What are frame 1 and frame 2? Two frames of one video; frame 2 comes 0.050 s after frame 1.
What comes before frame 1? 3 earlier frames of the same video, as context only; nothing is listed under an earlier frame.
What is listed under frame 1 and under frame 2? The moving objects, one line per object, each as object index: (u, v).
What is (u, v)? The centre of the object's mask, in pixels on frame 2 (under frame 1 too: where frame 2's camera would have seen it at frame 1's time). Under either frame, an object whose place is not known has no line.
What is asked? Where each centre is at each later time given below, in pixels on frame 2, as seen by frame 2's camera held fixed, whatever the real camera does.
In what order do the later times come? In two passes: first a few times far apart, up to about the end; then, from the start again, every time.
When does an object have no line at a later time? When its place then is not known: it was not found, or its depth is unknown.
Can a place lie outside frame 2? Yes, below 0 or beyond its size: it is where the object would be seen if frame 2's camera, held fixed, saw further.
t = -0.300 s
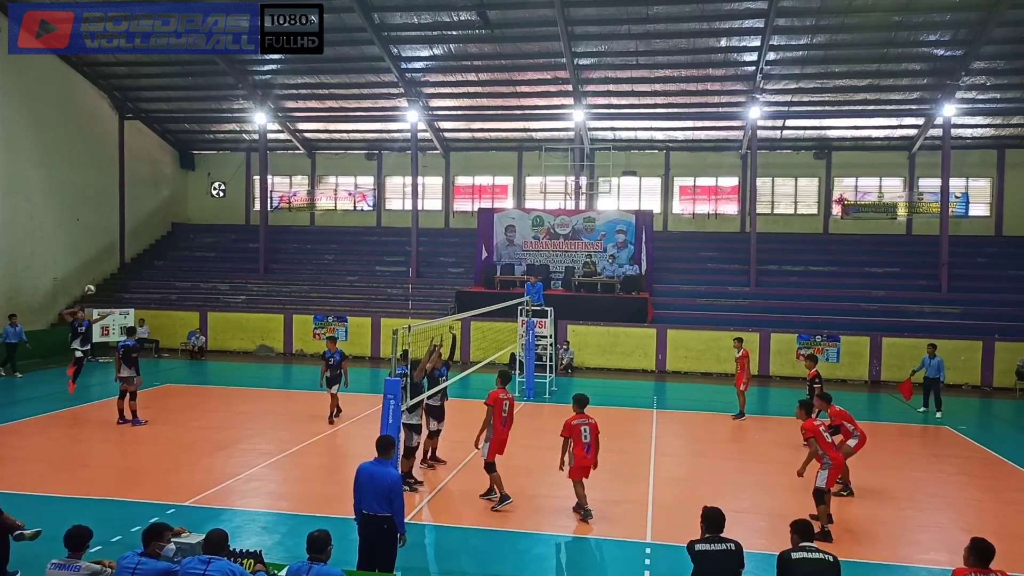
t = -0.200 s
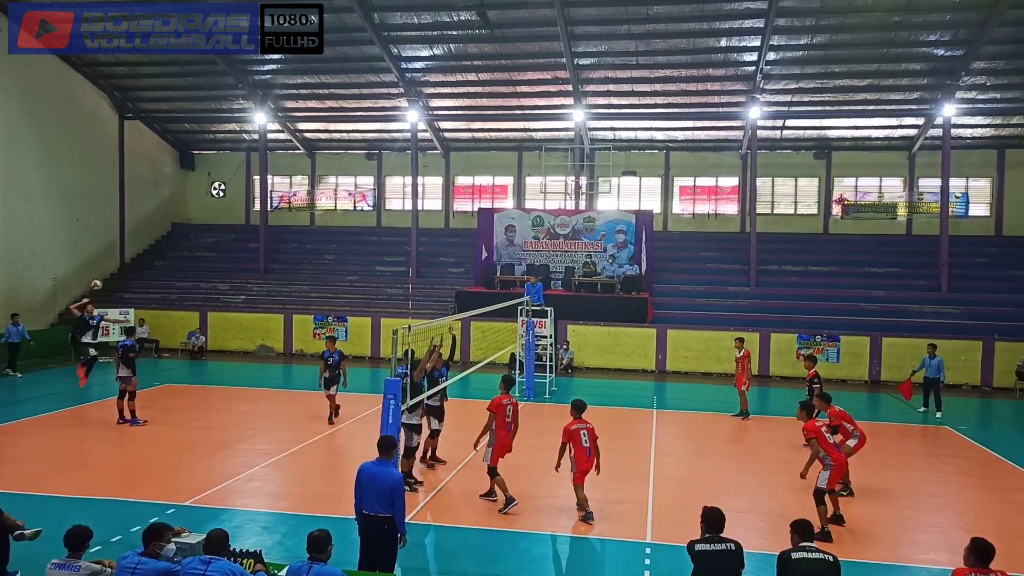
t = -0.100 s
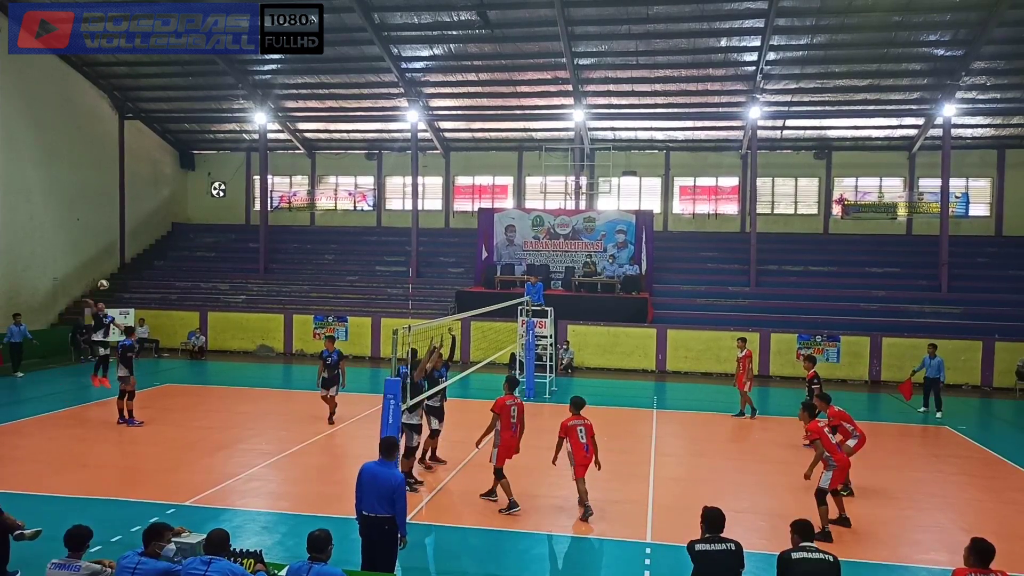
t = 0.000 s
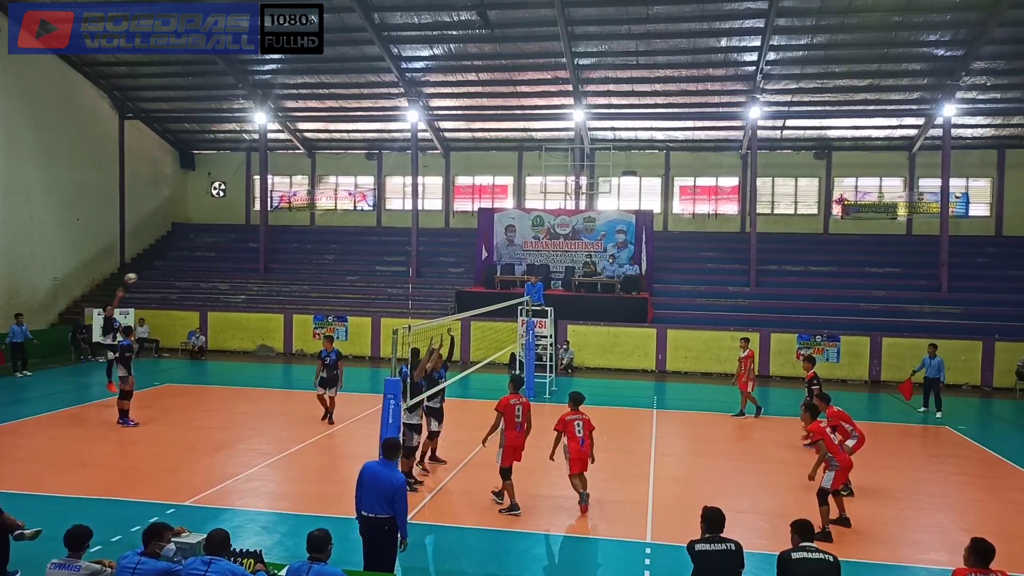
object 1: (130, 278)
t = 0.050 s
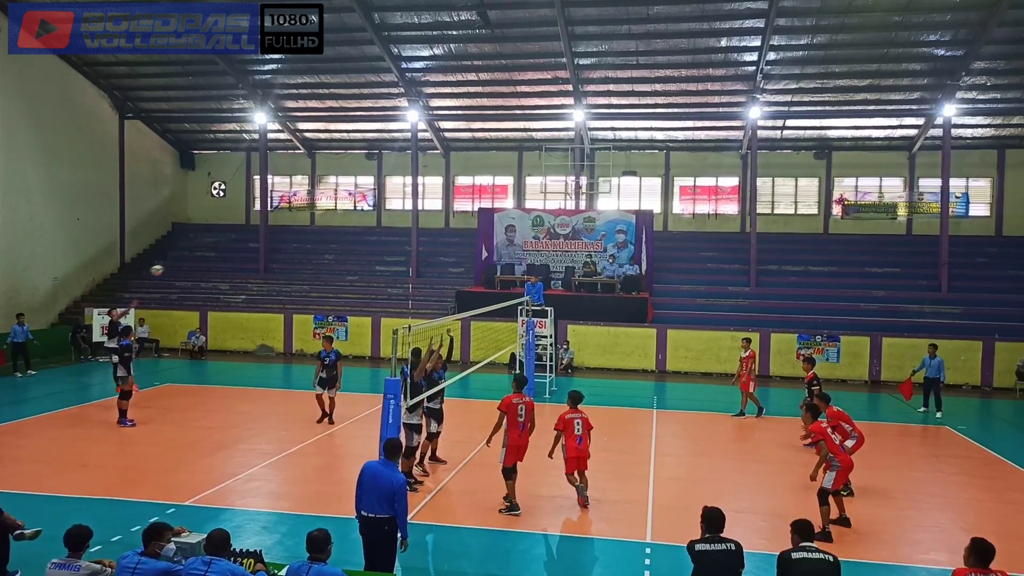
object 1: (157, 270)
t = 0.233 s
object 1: (254, 252)
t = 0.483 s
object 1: (388, 252)
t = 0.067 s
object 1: (166, 268)
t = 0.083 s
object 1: (174, 266)
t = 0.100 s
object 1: (183, 264)
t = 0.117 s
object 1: (192, 262)
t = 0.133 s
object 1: (200, 260)
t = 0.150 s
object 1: (209, 258)
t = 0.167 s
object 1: (218, 257)
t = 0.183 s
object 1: (227, 255)
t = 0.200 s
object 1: (236, 254)
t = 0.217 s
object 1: (246, 253)
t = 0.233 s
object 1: (254, 252)
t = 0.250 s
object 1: (263, 251)
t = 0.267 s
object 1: (272, 250)
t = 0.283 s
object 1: (281, 250)
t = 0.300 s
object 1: (290, 249)
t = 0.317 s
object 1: (299, 249)
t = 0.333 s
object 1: (308, 249)
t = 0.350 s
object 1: (317, 248)
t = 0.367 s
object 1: (326, 248)
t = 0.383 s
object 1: (334, 248)
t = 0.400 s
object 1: (343, 248)
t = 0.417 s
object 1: (353, 249)
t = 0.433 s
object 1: (361, 249)
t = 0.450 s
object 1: (370, 250)
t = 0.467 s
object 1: (380, 251)
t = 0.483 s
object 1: (388, 252)
